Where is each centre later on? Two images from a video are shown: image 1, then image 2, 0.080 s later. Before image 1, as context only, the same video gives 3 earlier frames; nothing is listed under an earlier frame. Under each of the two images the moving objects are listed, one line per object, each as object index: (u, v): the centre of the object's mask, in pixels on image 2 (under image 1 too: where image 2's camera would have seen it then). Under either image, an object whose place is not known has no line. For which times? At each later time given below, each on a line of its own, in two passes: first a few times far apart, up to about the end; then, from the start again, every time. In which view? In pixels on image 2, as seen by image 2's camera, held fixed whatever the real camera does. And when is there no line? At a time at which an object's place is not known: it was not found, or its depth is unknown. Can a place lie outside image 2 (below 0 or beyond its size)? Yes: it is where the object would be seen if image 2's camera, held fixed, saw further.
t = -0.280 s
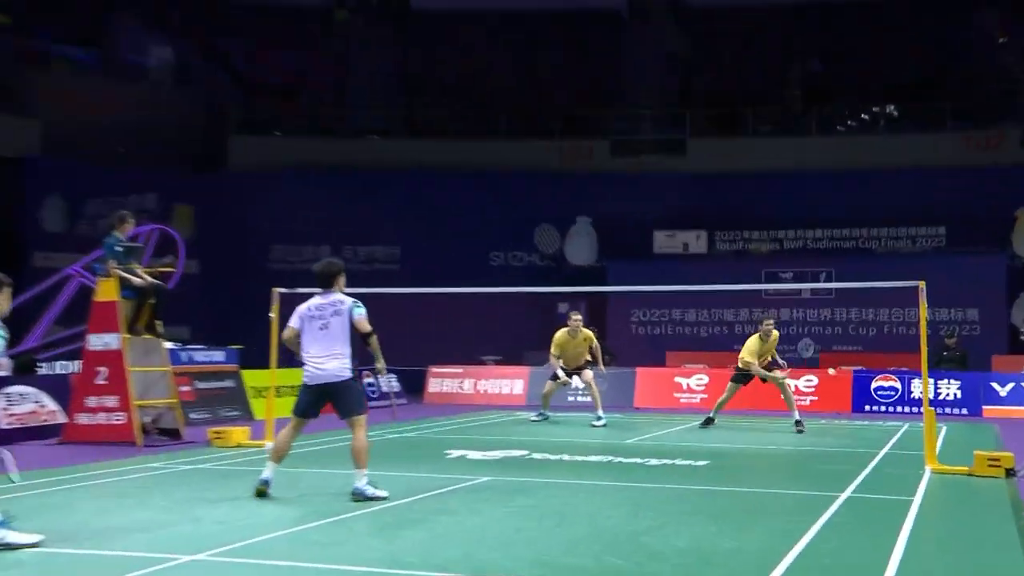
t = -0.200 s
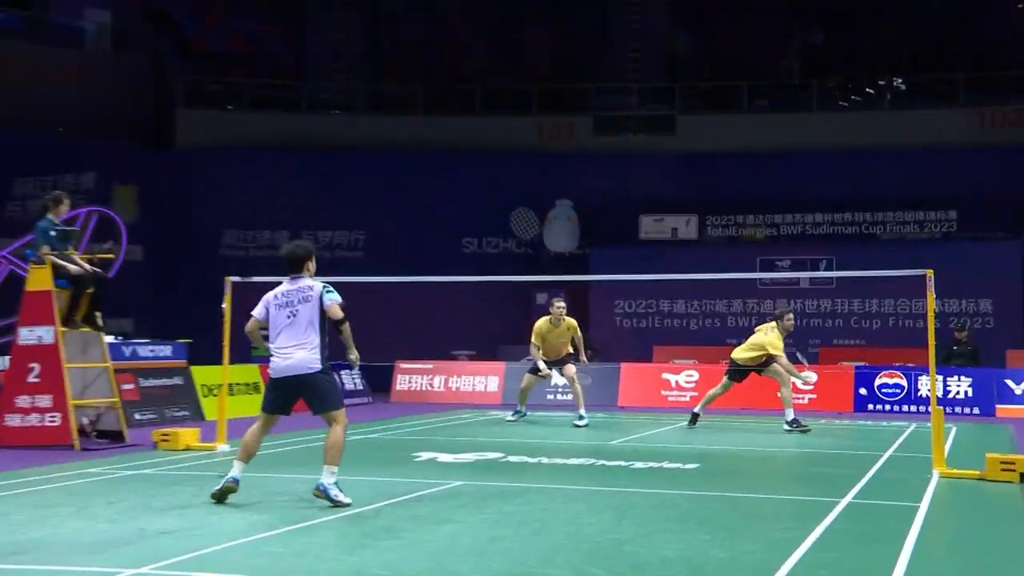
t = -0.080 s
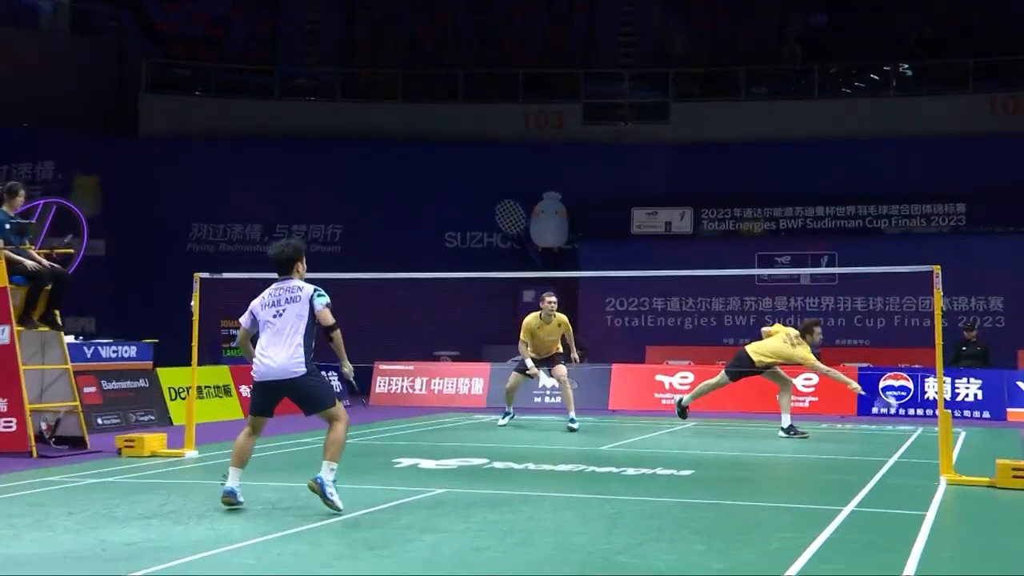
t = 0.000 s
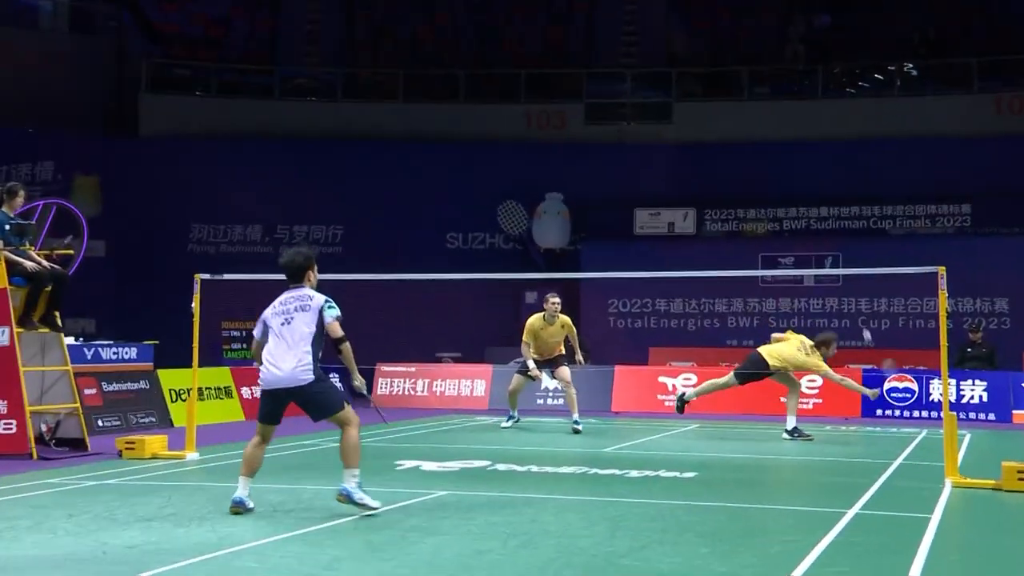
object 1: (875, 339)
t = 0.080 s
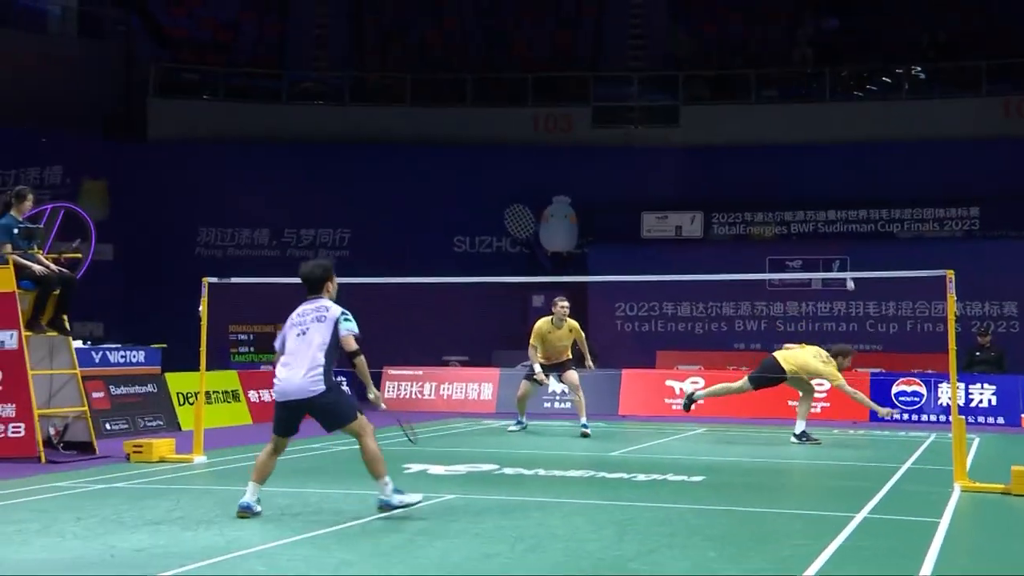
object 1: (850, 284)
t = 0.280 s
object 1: (808, 195)
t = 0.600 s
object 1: (756, 99)
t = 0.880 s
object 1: (715, 44)
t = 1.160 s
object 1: (661, 5)
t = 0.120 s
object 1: (840, 262)
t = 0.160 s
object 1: (831, 242)
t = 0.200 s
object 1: (822, 224)
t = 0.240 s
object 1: (814, 206)
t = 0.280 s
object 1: (808, 195)
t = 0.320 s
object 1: (800, 179)
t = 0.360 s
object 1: (792, 164)
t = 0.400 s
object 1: (787, 154)
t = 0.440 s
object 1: (780, 140)
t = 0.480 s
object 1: (775, 131)
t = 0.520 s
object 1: (768, 119)
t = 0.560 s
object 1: (760, 107)
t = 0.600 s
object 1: (756, 99)
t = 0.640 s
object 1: (749, 89)
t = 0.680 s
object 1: (744, 82)
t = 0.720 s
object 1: (738, 72)
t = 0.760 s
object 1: (733, 66)
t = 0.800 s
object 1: (726, 58)
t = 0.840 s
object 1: (722, 52)
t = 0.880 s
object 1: (715, 44)
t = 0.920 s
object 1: (709, 38)
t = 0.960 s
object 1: (700, 29)
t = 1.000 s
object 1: (694, 24)
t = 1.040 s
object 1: (685, 17)
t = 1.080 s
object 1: (677, 12)
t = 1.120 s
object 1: (669, 8)
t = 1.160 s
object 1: (661, 5)
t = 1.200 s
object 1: (653, 3)
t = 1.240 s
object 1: (645, 3)
